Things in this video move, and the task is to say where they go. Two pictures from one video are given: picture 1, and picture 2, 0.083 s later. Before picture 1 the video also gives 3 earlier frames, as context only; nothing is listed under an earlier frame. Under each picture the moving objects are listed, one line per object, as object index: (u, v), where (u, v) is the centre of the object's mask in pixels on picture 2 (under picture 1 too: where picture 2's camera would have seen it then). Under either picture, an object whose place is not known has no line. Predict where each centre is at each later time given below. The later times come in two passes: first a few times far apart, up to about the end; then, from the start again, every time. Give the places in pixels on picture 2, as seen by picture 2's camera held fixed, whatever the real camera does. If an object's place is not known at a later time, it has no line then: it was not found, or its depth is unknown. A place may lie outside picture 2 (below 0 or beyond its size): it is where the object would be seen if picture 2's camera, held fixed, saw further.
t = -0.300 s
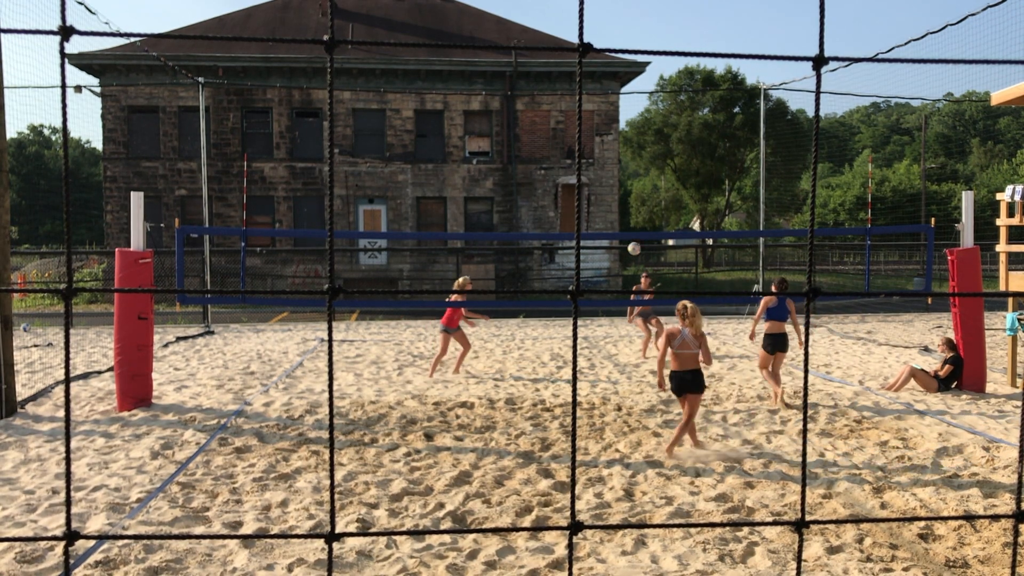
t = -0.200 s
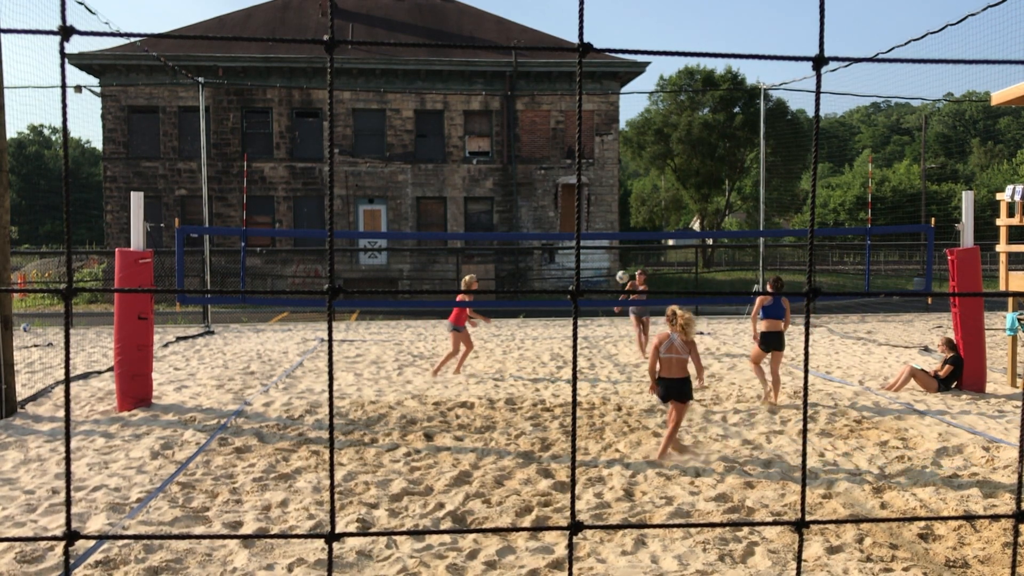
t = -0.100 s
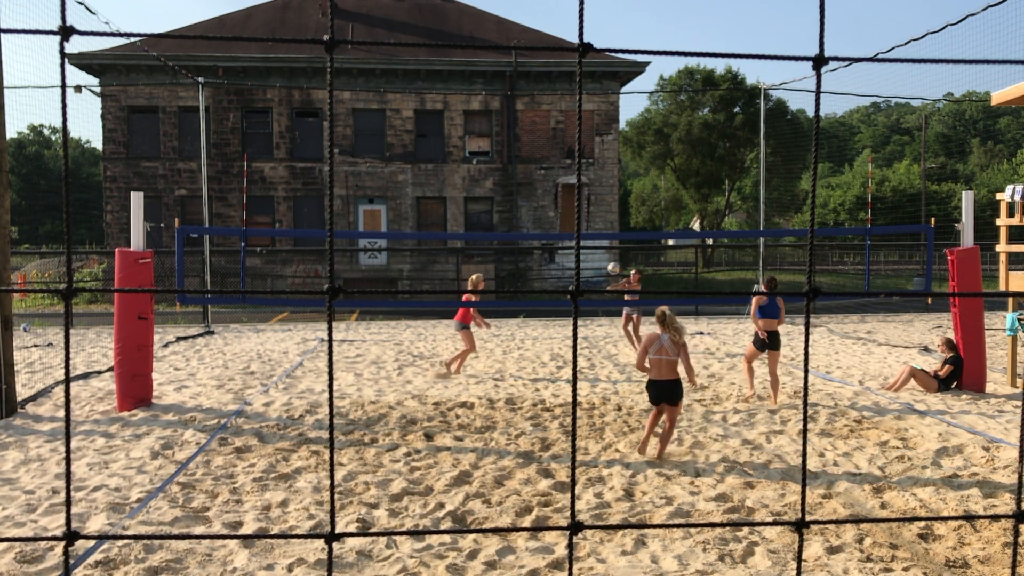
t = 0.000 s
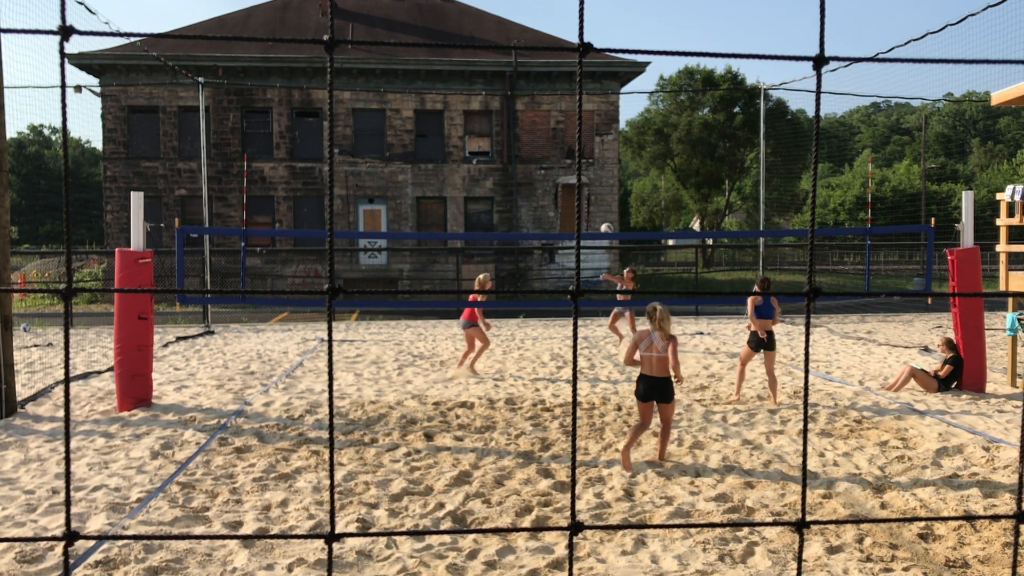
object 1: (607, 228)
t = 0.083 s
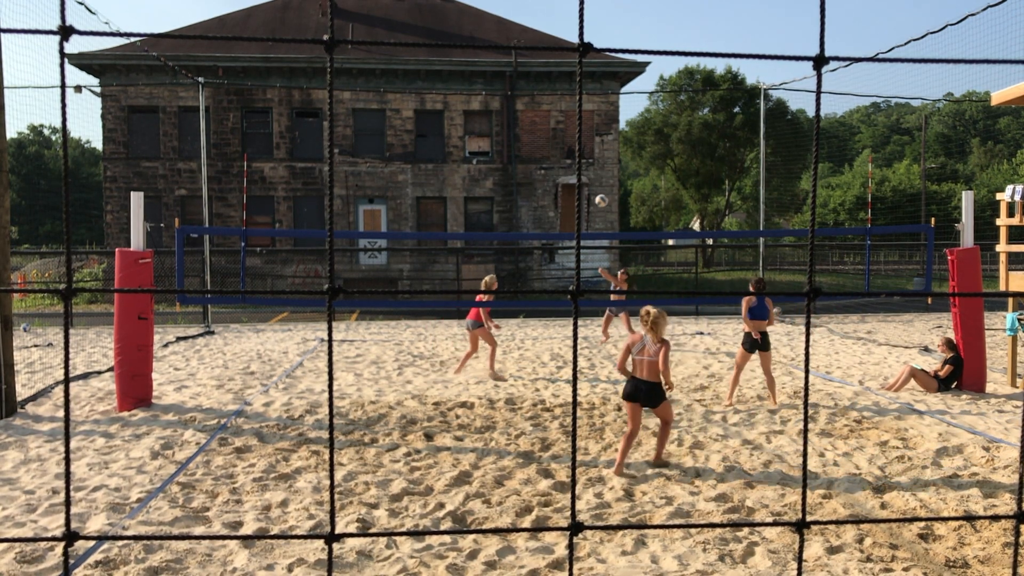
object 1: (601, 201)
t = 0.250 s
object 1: (591, 155)
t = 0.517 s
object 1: (572, 116)
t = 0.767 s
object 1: (557, 116)
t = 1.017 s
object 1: (542, 154)
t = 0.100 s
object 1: (600, 195)
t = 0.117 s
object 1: (599, 190)
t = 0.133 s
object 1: (598, 185)
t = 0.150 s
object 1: (597, 180)
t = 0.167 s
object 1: (596, 176)
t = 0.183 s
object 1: (595, 172)
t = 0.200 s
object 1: (594, 167)
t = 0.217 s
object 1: (593, 163)
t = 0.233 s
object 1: (592, 159)
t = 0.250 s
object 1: (591, 155)
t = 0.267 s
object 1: (590, 152)
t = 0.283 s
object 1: (589, 148)
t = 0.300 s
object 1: (588, 145)
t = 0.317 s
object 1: (587, 142)
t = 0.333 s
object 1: (586, 139)
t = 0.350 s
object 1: (586, 136)
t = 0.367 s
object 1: (585, 133)
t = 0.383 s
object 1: (585, 130)
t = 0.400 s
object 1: (582, 128)
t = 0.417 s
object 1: (581, 126)
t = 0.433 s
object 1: (575, 124)
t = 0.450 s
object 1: (574, 122)
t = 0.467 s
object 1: (574, 120)
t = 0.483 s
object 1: (573, 119)
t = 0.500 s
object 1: (573, 117)
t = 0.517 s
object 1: (572, 116)
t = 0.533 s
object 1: (572, 115)
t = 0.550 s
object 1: (571, 114)
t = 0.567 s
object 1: (570, 113)
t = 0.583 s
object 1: (569, 113)
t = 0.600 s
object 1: (568, 112)
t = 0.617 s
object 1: (567, 112)
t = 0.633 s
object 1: (566, 112)
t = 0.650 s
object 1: (565, 112)
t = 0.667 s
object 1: (564, 112)
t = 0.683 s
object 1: (563, 112)
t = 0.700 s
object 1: (562, 113)
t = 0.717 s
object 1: (561, 113)
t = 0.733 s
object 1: (559, 114)
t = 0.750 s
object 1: (558, 115)
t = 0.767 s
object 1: (557, 116)
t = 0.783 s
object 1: (556, 118)
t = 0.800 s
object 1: (555, 119)
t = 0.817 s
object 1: (554, 121)
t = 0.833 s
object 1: (553, 123)
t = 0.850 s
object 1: (552, 125)
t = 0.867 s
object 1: (551, 127)
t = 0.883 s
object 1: (550, 129)
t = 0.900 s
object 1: (549, 132)
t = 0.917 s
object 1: (548, 134)
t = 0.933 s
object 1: (547, 137)
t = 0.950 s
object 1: (546, 140)
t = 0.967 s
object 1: (545, 143)
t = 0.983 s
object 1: (544, 146)
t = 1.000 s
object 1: (543, 150)
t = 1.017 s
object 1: (542, 154)
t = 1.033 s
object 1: (541, 157)
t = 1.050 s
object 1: (540, 162)
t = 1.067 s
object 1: (539, 166)
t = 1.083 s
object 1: (538, 170)
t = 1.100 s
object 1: (537, 174)
